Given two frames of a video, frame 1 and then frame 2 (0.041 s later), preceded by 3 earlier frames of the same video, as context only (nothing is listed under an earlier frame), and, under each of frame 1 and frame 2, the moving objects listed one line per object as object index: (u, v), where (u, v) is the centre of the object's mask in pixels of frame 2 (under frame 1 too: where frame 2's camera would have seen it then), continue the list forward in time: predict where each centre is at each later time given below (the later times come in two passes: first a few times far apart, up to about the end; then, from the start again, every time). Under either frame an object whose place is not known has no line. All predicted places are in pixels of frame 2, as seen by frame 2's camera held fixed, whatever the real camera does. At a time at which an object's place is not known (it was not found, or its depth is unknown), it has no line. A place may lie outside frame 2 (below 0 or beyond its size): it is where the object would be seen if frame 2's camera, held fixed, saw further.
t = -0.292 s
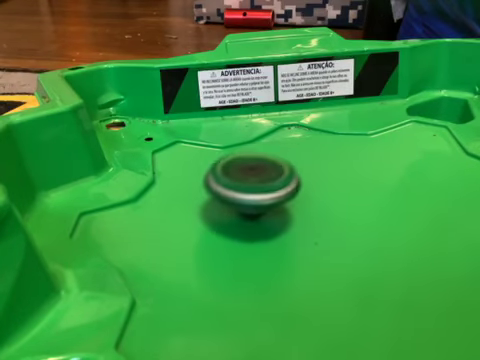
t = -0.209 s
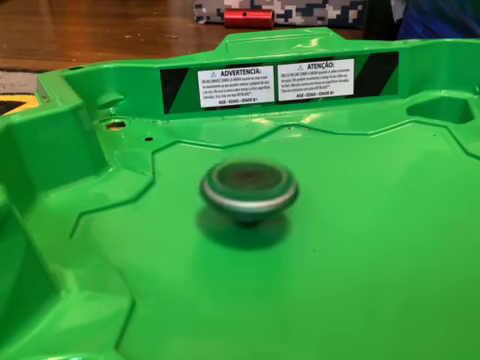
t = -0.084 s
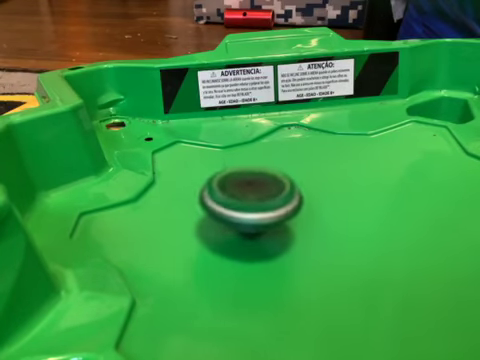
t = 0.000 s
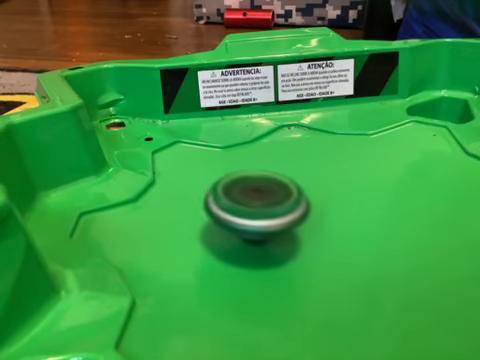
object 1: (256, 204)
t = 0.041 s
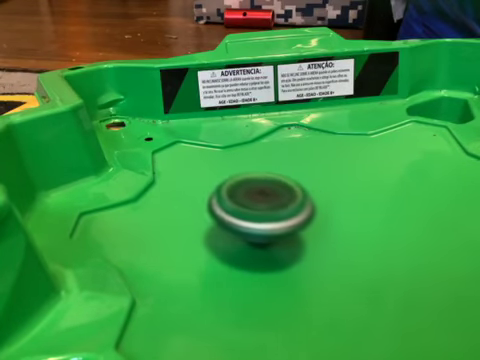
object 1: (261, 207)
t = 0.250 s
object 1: (293, 214)
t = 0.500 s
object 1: (319, 207)
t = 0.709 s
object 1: (320, 200)
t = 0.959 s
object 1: (317, 198)
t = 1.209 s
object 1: (316, 198)
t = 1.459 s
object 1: (315, 197)
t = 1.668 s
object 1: (315, 197)
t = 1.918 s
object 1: (313, 194)
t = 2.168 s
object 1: (309, 190)
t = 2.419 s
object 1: (301, 188)
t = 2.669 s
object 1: (297, 190)
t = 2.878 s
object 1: (298, 192)
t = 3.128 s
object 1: (302, 195)
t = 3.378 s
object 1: (307, 197)
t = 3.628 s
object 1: (309, 196)
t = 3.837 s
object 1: (310, 195)
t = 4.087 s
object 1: (308, 195)
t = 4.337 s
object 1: (304, 193)
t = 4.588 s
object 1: (301, 193)
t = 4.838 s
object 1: (298, 193)
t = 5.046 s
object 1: (299, 193)
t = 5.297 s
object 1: (302, 194)
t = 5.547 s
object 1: (305, 195)
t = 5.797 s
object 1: (306, 195)
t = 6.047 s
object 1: (305, 196)
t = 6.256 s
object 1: (305, 196)
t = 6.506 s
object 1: (303, 195)
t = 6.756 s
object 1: (302, 194)
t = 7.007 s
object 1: (302, 194)
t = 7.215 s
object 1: (303, 194)
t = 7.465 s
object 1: (304, 194)
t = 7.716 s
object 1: (305, 195)
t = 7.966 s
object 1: (305, 195)
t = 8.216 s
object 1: (305, 195)
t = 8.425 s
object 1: (304, 195)
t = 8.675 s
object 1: (303, 194)
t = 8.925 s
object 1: (303, 194)
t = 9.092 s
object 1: (303, 194)
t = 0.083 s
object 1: (266, 209)
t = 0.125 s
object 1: (272, 211)
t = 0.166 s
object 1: (278, 213)
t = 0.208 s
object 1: (286, 214)
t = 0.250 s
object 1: (293, 214)
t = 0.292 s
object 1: (300, 214)
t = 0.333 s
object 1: (305, 214)
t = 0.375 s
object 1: (310, 213)
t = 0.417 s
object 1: (314, 211)
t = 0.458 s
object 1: (317, 209)
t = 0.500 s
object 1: (319, 207)
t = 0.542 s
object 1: (320, 205)
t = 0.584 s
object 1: (321, 204)
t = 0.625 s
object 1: (321, 202)
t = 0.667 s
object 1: (321, 201)
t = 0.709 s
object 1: (320, 200)
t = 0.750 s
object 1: (320, 200)
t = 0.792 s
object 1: (319, 199)
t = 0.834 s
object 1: (318, 199)
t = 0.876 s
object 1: (318, 198)
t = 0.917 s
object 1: (317, 198)
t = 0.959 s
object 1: (317, 198)
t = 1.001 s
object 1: (317, 198)
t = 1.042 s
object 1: (317, 198)
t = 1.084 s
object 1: (317, 198)
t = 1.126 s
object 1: (317, 198)
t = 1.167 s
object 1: (317, 198)
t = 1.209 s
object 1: (316, 198)
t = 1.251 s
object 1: (316, 198)
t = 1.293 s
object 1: (316, 198)
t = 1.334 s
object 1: (316, 197)
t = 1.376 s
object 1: (316, 197)
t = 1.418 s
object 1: (316, 197)
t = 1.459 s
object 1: (315, 197)
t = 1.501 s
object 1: (315, 197)
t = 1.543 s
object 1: (315, 197)
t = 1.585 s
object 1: (315, 197)
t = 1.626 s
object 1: (315, 197)
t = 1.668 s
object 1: (315, 197)
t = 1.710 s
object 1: (314, 196)
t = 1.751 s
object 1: (314, 196)
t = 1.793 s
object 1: (314, 196)
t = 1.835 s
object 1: (314, 195)
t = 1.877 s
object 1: (313, 195)
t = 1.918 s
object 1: (313, 194)
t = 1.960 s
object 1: (313, 194)
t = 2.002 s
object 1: (312, 193)
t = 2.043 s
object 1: (311, 193)
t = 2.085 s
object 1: (311, 192)
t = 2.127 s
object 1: (310, 191)
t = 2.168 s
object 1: (309, 190)
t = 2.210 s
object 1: (308, 190)
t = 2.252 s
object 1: (306, 189)
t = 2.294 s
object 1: (305, 189)
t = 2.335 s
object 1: (304, 188)
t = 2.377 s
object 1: (302, 188)
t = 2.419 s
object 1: (301, 188)
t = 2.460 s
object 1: (299, 188)
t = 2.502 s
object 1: (298, 189)
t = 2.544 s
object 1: (298, 189)
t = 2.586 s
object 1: (297, 189)
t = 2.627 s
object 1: (297, 190)
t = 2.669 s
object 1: (297, 190)
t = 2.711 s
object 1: (297, 191)
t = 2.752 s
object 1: (297, 191)
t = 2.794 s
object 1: (297, 191)
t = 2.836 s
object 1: (298, 192)
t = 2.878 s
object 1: (298, 192)
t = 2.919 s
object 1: (298, 193)
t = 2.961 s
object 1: (299, 193)
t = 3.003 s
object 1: (299, 194)
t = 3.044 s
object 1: (300, 194)
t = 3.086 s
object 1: (301, 195)
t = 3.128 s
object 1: (302, 195)
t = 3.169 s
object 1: (302, 195)
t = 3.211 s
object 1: (303, 196)
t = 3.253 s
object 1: (304, 196)
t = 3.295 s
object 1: (305, 197)
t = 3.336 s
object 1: (306, 197)
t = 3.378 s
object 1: (307, 197)
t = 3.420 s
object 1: (308, 197)
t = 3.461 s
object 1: (308, 197)
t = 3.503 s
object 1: (309, 197)
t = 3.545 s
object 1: (309, 197)
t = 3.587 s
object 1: (310, 196)
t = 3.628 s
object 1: (309, 196)
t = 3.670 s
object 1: (310, 196)
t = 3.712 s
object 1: (310, 196)
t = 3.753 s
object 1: (310, 196)
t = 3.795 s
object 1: (310, 196)
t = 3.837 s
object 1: (310, 195)
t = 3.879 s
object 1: (309, 195)
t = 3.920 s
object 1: (309, 195)
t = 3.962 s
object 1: (309, 195)
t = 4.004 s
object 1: (308, 195)
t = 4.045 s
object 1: (308, 195)
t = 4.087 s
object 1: (308, 195)
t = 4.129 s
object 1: (307, 194)
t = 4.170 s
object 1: (307, 194)
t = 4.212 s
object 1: (306, 194)
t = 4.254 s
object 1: (305, 193)
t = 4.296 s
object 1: (305, 193)
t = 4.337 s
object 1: (304, 193)
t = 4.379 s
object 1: (303, 193)
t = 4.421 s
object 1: (303, 193)
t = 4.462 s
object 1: (302, 193)
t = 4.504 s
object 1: (302, 193)
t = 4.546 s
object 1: (301, 193)
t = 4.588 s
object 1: (301, 193)
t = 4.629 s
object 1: (300, 192)
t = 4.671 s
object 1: (299, 192)
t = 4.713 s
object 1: (299, 192)
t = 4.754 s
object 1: (298, 192)
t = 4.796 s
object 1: (298, 193)
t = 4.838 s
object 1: (298, 193)
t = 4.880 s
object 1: (298, 193)
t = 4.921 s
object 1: (298, 193)
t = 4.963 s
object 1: (298, 193)
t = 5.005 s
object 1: (299, 193)
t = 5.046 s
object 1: (299, 193)
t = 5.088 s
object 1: (300, 194)
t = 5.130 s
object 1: (300, 194)
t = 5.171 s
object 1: (301, 194)
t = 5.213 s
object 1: (301, 194)
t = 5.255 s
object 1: (302, 194)
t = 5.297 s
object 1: (302, 194)
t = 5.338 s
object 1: (302, 194)
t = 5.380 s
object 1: (303, 194)
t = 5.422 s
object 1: (303, 195)
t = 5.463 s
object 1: (304, 195)
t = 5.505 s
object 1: (304, 195)
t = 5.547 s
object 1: (305, 195)
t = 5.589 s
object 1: (305, 195)
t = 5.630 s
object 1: (306, 195)
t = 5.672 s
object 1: (306, 195)
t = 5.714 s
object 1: (306, 195)
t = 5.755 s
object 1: (306, 195)
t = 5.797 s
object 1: (306, 195)
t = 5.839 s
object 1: (306, 195)
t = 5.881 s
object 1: (306, 195)
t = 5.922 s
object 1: (306, 196)
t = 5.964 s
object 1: (305, 196)
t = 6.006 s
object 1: (305, 196)
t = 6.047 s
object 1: (305, 196)
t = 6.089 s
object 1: (305, 196)
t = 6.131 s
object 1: (305, 196)
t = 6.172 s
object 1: (304, 196)
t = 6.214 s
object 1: (305, 196)
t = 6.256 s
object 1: (305, 196)
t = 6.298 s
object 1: (304, 196)
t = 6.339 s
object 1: (304, 195)
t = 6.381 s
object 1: (304, 195)
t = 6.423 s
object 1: (304, 195)
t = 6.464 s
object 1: (303, 195)
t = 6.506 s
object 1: (303, 195)
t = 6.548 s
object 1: (303, 195)
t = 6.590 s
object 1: (303, 194)
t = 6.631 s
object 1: (303, 194)
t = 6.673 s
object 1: (302, 194)
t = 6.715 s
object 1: (302, 194)
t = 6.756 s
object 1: (302, 194)
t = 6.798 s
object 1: (302, 194)
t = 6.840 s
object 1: (302, 194)
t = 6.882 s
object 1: (302, 194)
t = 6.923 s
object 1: (302, 194)
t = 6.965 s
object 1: (302, 194)
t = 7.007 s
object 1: (302, 194)
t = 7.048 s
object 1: (302, 194)
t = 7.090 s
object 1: (302, 194)
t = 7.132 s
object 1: (303, 194)
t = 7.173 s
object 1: (303, 194)
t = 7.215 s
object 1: (303, 194)
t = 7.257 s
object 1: (303, 194)
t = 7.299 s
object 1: (303, 194)
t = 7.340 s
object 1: (303, 194)
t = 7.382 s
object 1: (304, 194)
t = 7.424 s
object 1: (304, 194)
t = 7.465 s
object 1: (304, 194)
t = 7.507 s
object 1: (304, 194)
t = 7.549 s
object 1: (304, 194)
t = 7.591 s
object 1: (304, 195)
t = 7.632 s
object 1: (305, 195)
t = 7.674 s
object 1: (305, 195)
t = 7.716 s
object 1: (305, 195)
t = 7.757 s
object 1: (305, 195)
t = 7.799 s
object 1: (305, 195)
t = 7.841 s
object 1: (305, 195)
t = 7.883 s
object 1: (305, 195)
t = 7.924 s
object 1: (305, 195)
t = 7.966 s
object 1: (305, 195)
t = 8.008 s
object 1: (305, 195)
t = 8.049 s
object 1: (305, 195)
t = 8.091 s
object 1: (305, 195)
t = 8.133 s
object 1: (305, 195)
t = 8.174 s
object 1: (305, 195)
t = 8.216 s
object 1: (305, 195)
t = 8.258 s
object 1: (305, 195)
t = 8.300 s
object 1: (305, 195)
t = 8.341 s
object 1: (305, 195)
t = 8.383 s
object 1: (304, 195)
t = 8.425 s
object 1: (304, 195)
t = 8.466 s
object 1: (304, 195)
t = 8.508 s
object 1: (304, 194)
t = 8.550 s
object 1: (304, 194)
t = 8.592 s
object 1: (303, 194)
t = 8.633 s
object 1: (303, 194)
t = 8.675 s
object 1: (303, 194)
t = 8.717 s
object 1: (303, 194)
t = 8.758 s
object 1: (303, 194)
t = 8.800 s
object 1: (303, 194)
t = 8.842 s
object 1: (303, 194)
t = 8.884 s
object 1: (303, 194)
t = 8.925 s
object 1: (303, 194)
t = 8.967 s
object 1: (303, 194)
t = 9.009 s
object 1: (303, 194)
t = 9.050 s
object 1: (303, 194)
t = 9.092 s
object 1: (303, 194)
